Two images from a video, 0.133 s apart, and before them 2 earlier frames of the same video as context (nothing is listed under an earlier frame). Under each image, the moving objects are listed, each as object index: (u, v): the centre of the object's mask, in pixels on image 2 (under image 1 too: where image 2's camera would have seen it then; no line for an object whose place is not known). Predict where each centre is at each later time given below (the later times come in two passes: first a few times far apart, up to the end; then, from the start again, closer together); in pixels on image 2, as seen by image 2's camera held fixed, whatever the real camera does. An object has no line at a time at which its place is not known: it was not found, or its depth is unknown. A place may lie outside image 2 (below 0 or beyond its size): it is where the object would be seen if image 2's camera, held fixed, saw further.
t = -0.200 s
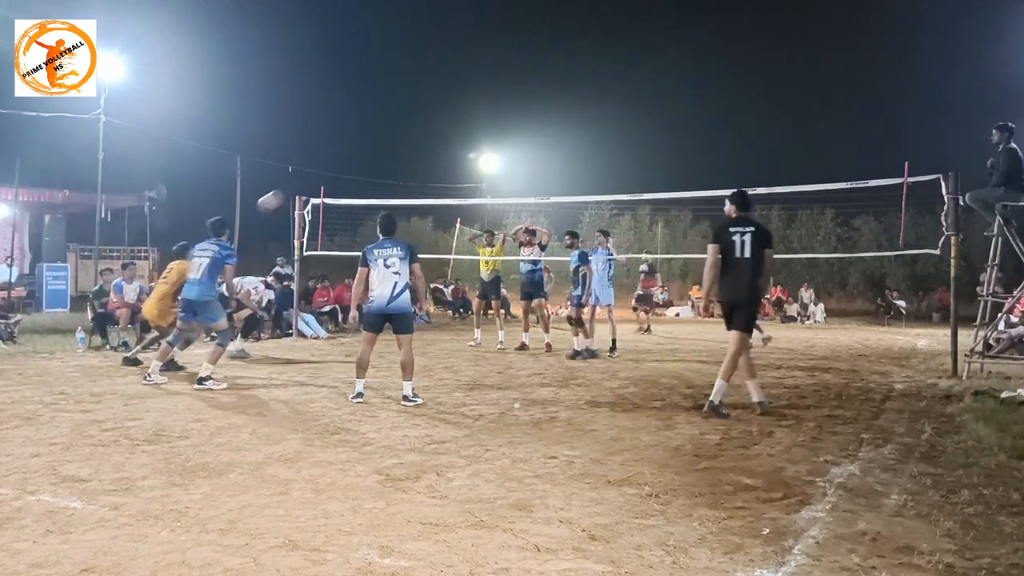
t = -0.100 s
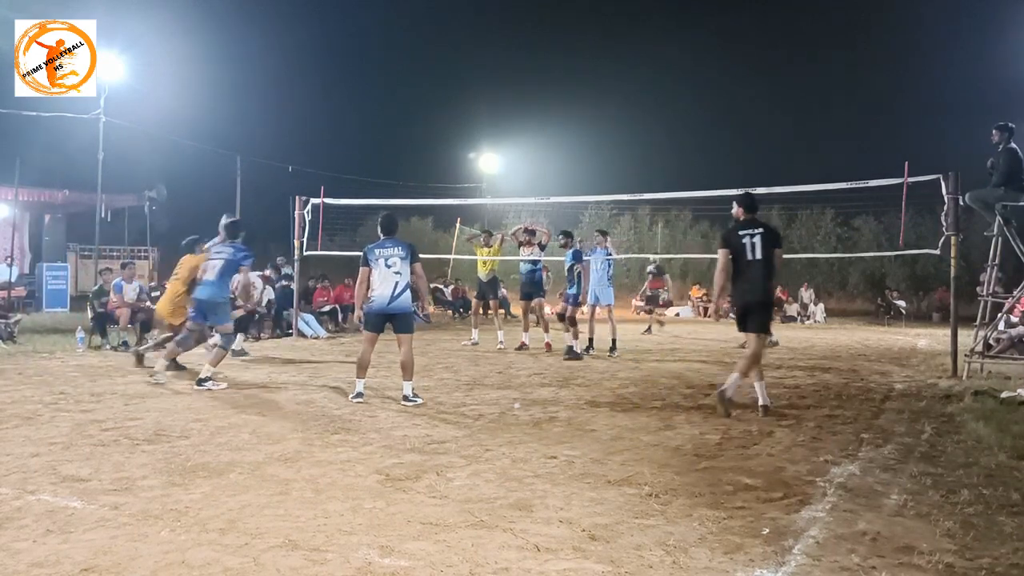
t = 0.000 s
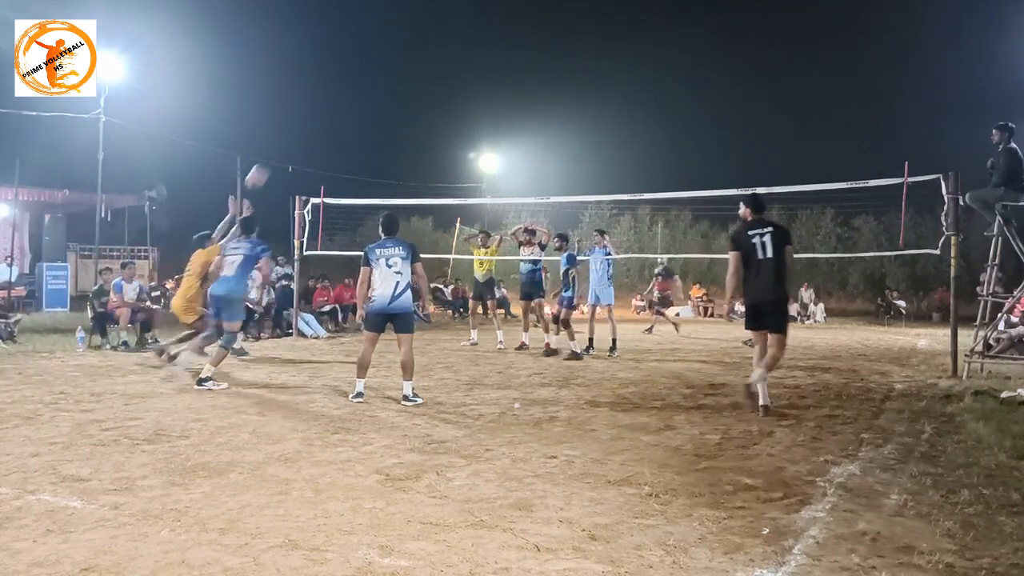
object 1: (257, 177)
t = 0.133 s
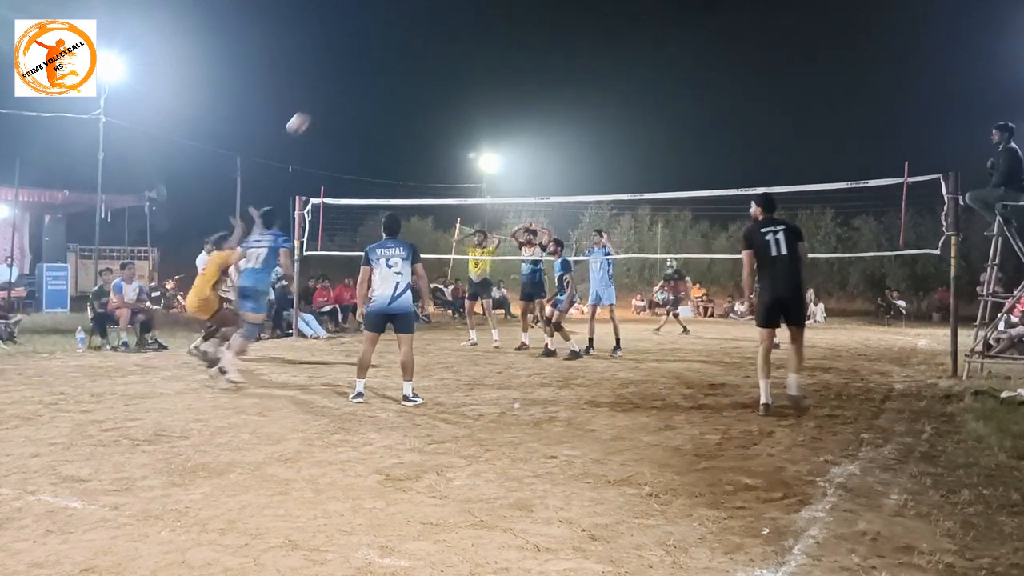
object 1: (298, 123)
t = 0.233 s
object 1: (328, 94)
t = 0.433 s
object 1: (383, 61)
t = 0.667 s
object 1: (441, 61)
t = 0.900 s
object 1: (496, 101)
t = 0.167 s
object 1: (308, 112)
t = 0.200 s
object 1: (318, 103)
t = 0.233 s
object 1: (328, 94)
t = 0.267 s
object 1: (337, 86)
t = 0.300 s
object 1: (347, 79)
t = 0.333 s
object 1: (356, 73)
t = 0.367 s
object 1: (365, 68)
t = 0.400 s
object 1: (374, 64)
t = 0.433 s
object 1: (383, 61)
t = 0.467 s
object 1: (392, 58)
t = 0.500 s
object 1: (400, 57)
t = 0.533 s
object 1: (409, 56)
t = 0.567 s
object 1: (417, 56)
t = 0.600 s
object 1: (426, 57)
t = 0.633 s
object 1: (434, 59)
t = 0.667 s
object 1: (441, 61)
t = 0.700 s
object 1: (450, 65)
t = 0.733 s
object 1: (457, 69)
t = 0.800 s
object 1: (473, 80)
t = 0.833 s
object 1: (481, 86)
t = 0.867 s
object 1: (489, 93)
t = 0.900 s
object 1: (496, 101)
